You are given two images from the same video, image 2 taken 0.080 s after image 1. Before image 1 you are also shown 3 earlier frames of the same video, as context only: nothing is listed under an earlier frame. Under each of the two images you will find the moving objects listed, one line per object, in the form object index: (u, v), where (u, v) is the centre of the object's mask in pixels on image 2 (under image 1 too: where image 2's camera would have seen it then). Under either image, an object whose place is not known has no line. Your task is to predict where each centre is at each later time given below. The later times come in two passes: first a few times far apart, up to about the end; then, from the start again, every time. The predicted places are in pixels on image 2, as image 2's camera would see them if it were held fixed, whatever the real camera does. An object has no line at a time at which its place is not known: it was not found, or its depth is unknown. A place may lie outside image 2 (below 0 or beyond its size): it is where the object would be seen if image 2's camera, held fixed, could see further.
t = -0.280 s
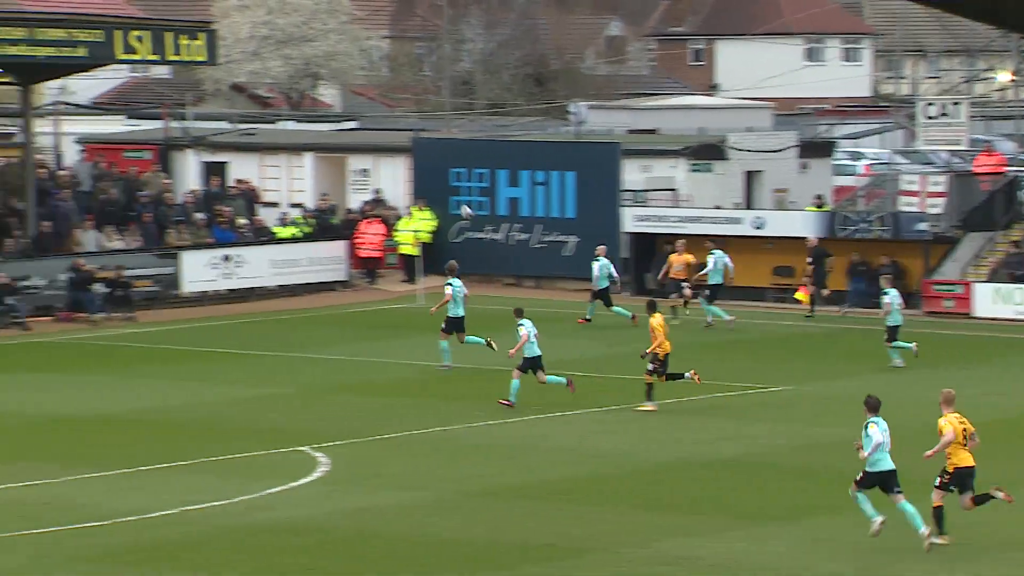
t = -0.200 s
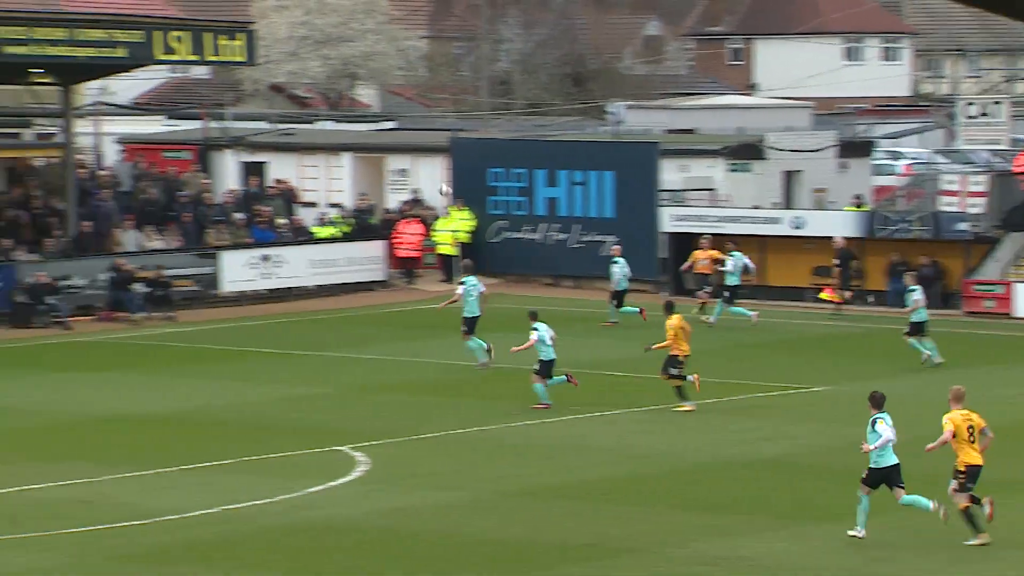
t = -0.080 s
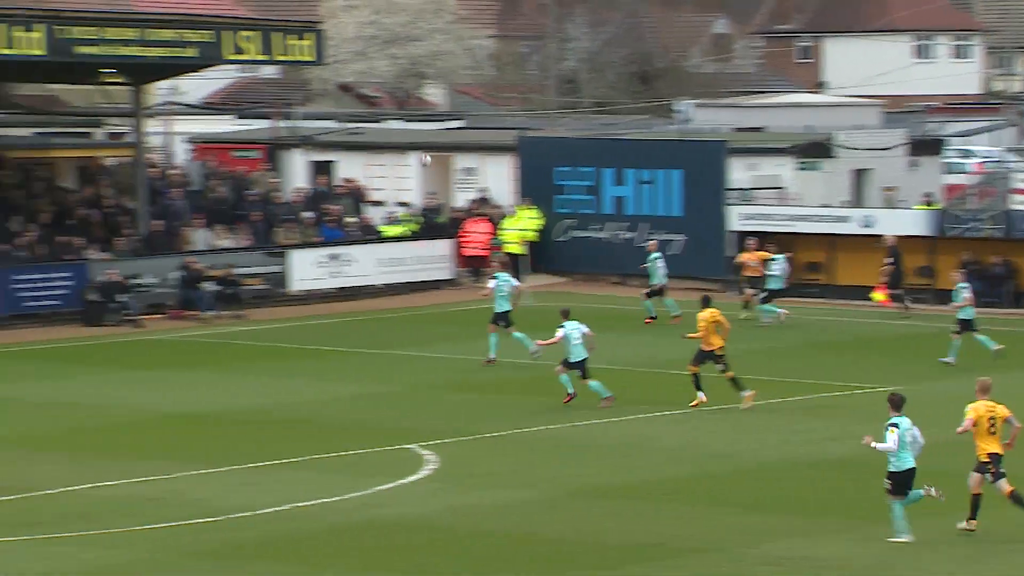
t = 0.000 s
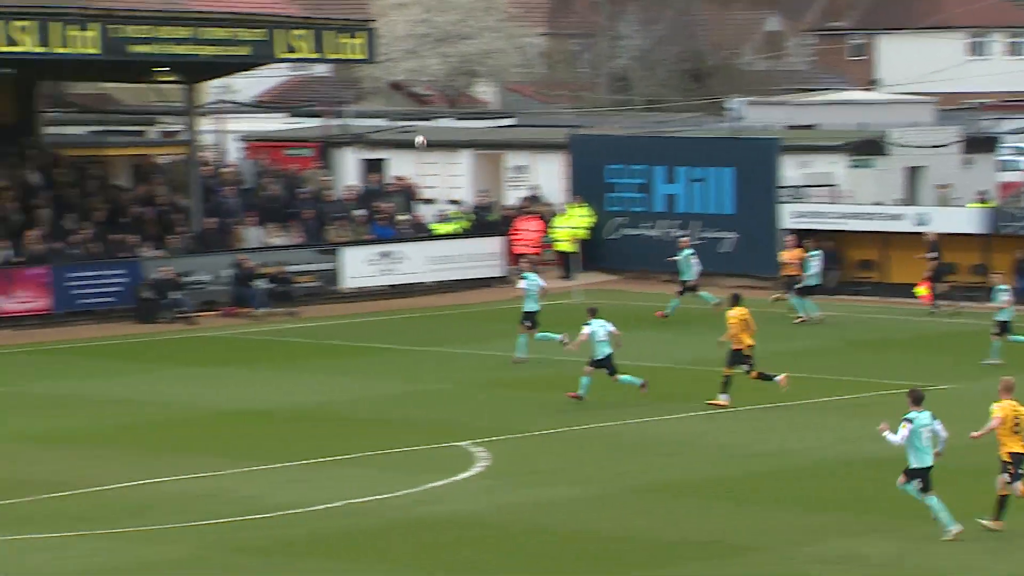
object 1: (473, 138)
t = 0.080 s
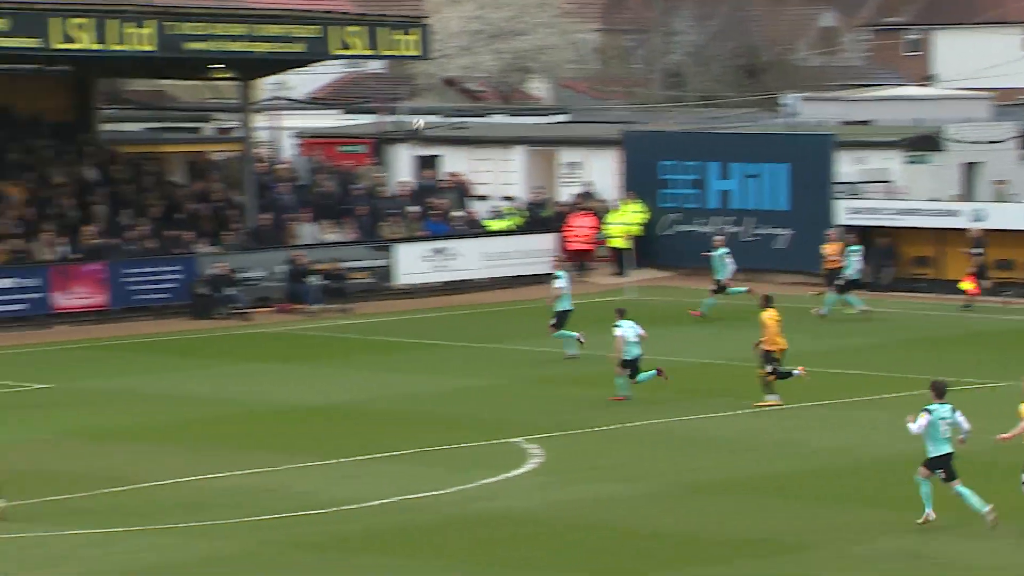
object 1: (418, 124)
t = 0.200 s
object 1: (339, 109)
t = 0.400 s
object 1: (210, 93)
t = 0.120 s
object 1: (392, 118)
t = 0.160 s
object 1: (365, 113)
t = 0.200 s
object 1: (339, 109)
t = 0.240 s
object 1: (313, 104)
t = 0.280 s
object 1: (286, 99)
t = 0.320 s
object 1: (261, 97)
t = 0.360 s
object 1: (235, 94)
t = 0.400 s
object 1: (210, 93)
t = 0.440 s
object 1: (184, 92)
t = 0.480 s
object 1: (158, 93)
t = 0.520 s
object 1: (133, 94)
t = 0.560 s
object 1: (107, 95)
